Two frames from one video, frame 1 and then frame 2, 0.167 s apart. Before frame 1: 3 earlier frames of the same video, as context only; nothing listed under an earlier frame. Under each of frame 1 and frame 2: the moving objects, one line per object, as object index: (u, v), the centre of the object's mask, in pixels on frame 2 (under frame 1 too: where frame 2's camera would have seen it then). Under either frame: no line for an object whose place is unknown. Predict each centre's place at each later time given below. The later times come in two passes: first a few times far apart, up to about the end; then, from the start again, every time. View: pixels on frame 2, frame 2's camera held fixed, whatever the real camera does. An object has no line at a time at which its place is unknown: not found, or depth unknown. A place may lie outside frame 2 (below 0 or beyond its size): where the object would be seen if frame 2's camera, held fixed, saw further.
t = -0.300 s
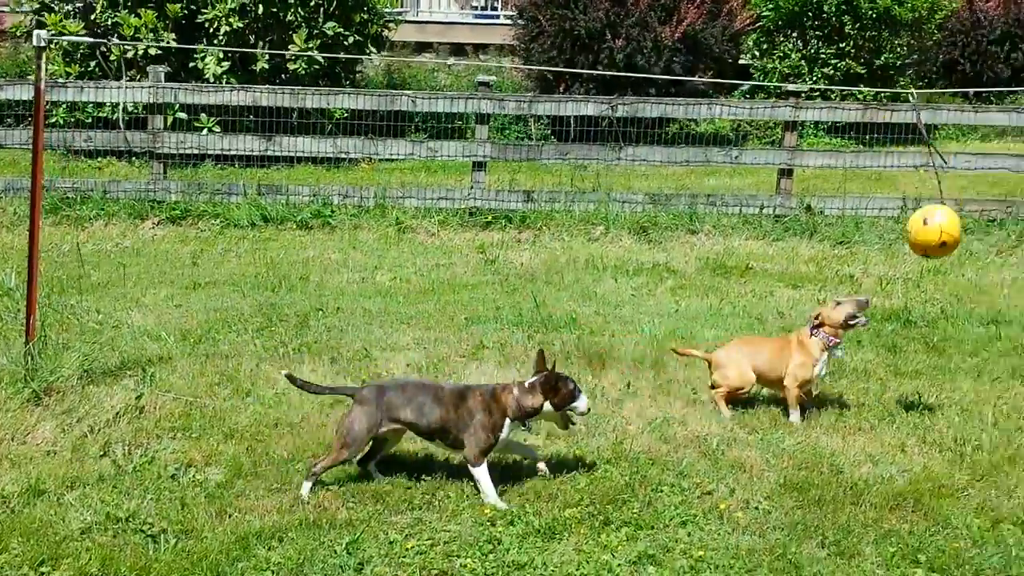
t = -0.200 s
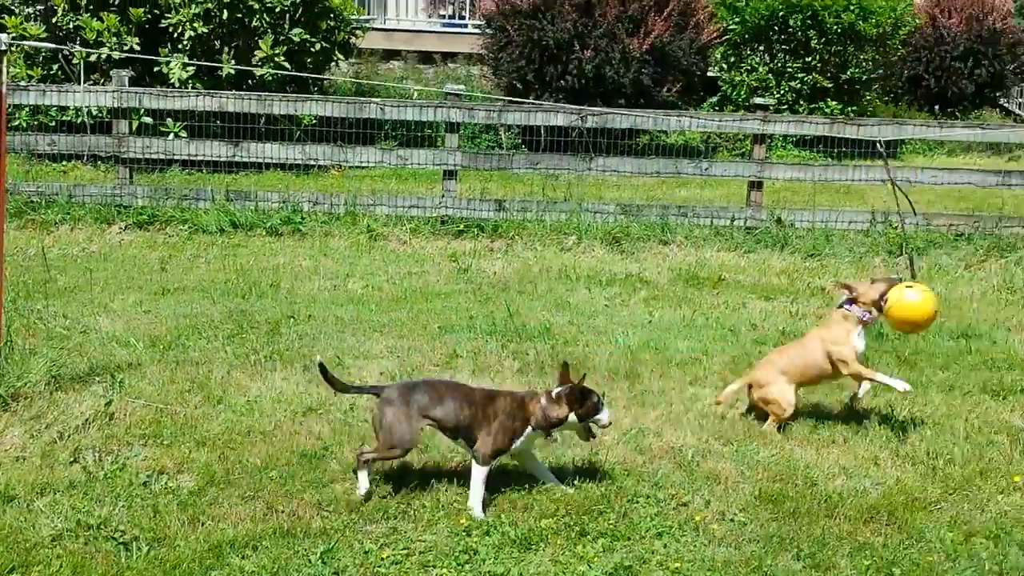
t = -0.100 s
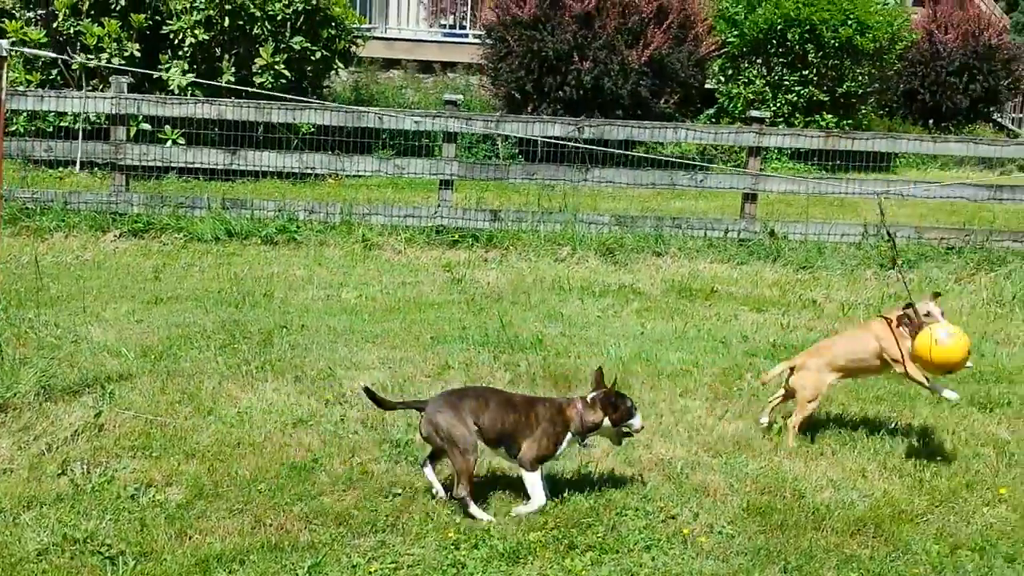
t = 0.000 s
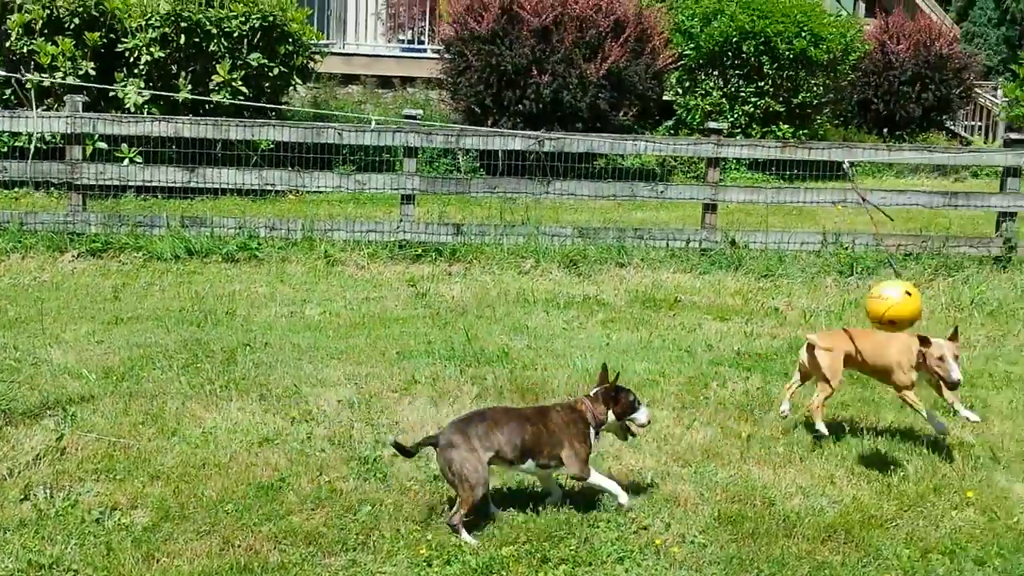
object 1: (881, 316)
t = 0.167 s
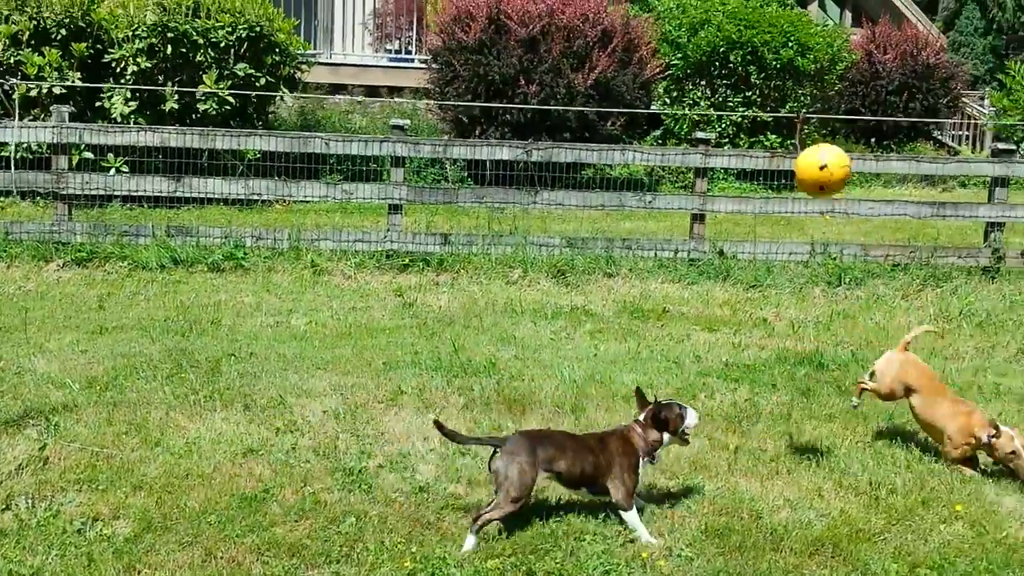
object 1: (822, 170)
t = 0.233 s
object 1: (793, 123)
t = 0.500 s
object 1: (669, 63)
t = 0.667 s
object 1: (604, 126)
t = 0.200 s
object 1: (807, 145)
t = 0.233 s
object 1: (793, 123)
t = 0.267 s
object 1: (777, 104)
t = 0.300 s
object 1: (760, 88)
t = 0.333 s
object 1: (744, 75)
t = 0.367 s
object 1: (727, 65)
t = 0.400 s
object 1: (711, 60)
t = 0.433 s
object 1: (697, 57)
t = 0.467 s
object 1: (682, 58)
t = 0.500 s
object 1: (669, 63)
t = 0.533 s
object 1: (656, 70)
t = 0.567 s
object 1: (642, 80)
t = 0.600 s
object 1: (630, 93)
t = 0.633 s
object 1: (618, 108)
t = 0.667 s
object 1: (604, 126)
